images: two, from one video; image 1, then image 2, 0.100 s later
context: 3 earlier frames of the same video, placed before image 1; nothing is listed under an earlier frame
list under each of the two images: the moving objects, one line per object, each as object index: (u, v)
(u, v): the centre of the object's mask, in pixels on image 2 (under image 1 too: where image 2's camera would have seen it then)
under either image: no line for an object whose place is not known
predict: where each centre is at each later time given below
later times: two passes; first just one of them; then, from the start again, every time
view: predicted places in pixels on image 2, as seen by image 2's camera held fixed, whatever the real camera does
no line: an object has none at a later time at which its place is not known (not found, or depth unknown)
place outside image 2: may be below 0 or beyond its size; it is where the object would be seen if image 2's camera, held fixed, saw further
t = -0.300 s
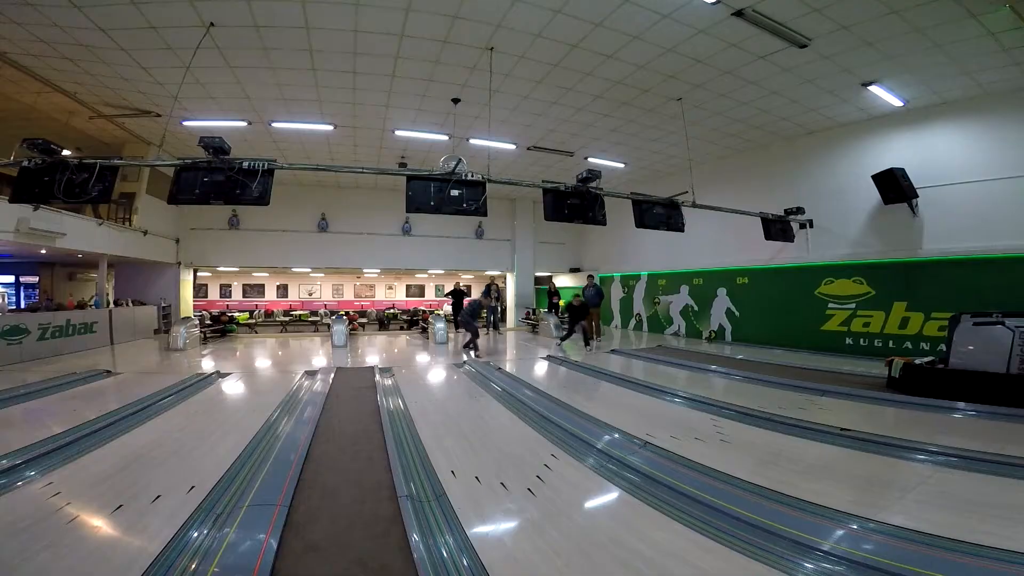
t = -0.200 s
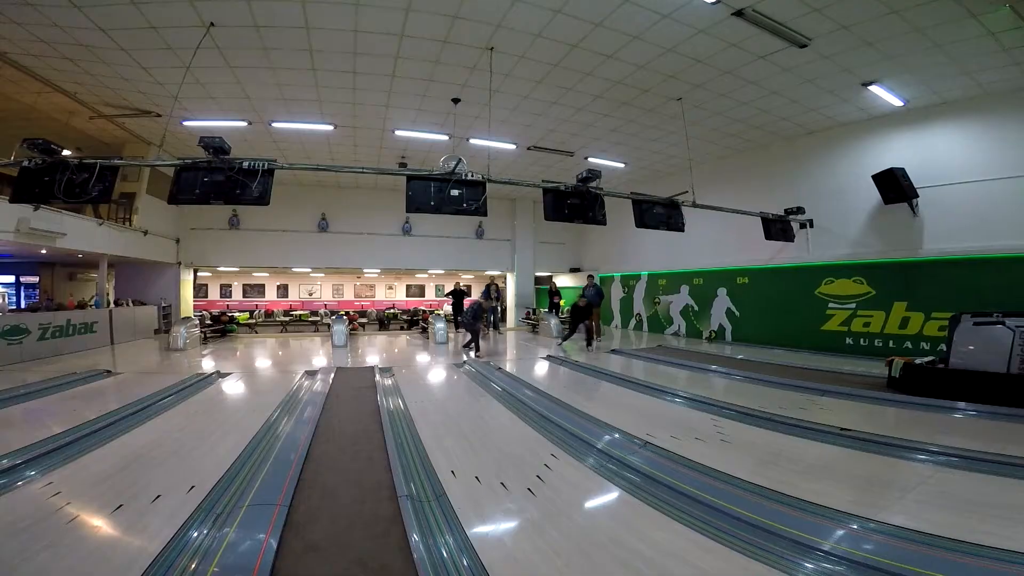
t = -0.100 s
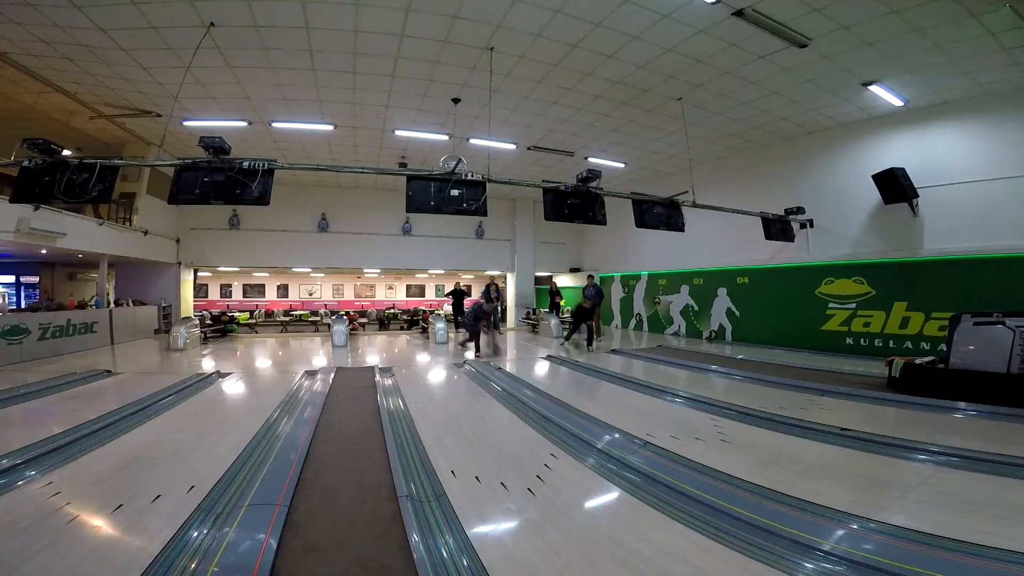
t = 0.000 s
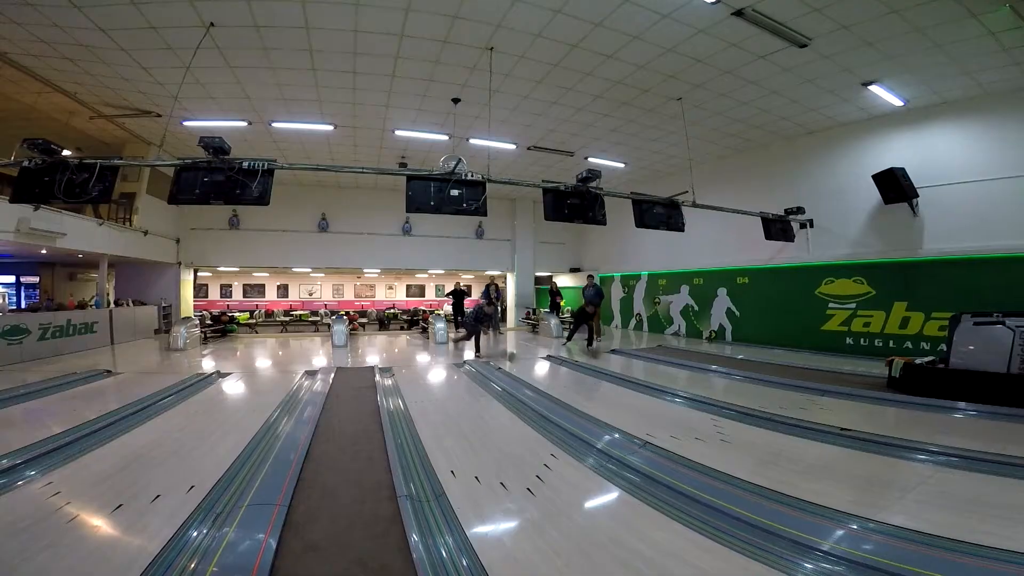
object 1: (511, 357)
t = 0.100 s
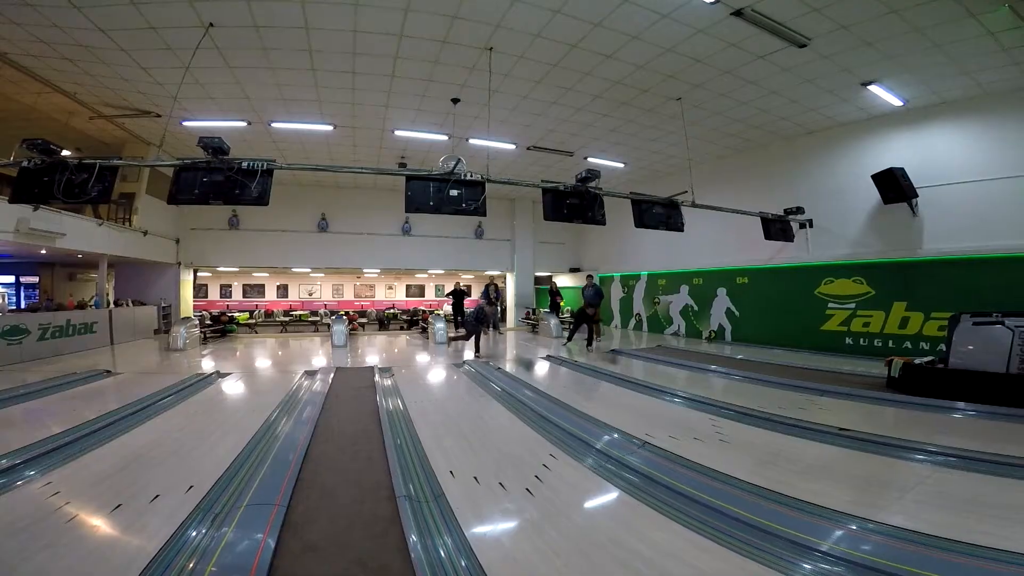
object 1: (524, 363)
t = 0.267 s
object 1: (565, 380)
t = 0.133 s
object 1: (528, 365)
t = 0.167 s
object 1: (539, 369)
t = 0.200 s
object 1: (552, 375)
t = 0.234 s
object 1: (551, 374)
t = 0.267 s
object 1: (565, 380)
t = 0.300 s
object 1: (575, 384)
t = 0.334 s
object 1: (580, 386)
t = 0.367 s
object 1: (595, 392)
